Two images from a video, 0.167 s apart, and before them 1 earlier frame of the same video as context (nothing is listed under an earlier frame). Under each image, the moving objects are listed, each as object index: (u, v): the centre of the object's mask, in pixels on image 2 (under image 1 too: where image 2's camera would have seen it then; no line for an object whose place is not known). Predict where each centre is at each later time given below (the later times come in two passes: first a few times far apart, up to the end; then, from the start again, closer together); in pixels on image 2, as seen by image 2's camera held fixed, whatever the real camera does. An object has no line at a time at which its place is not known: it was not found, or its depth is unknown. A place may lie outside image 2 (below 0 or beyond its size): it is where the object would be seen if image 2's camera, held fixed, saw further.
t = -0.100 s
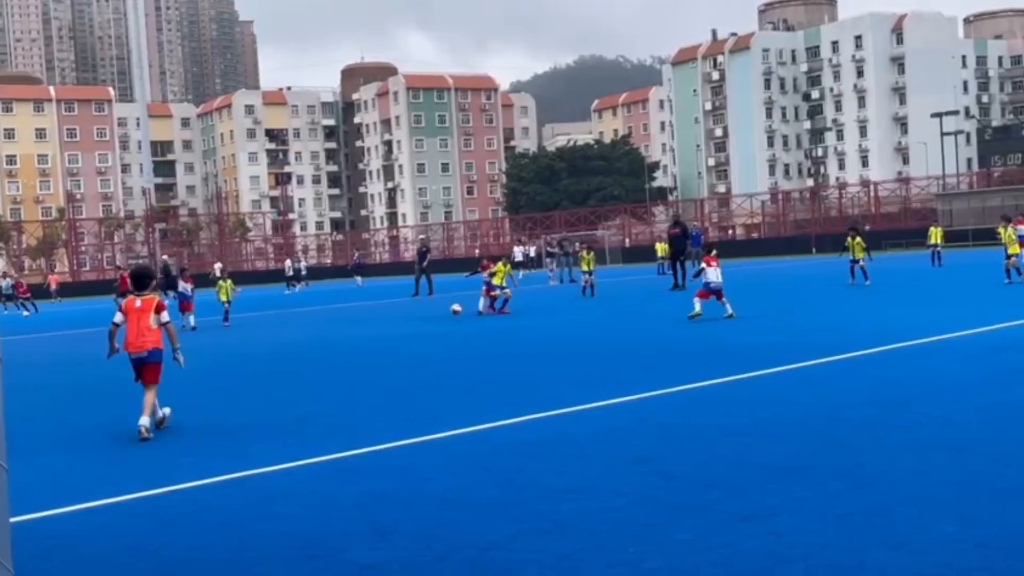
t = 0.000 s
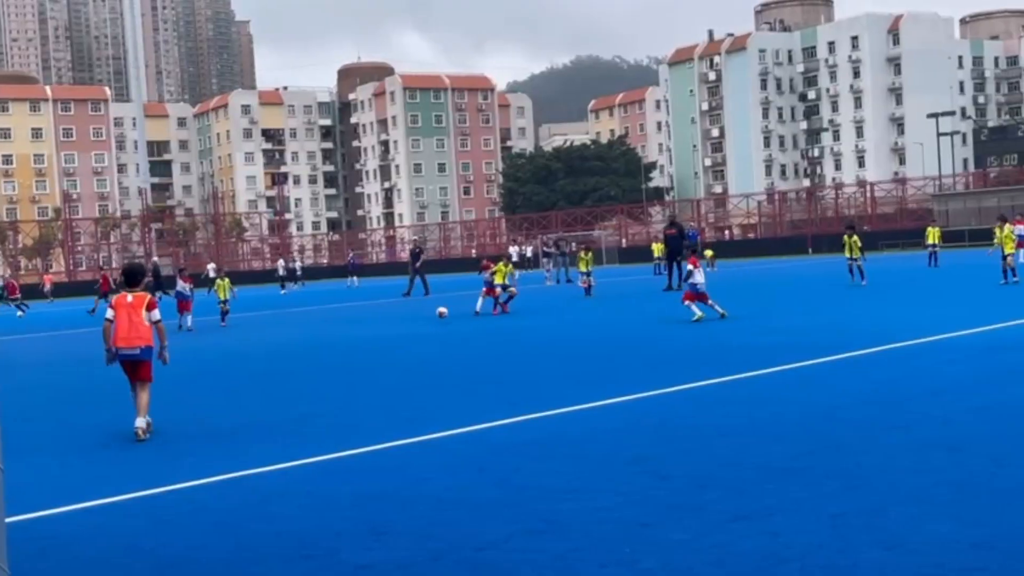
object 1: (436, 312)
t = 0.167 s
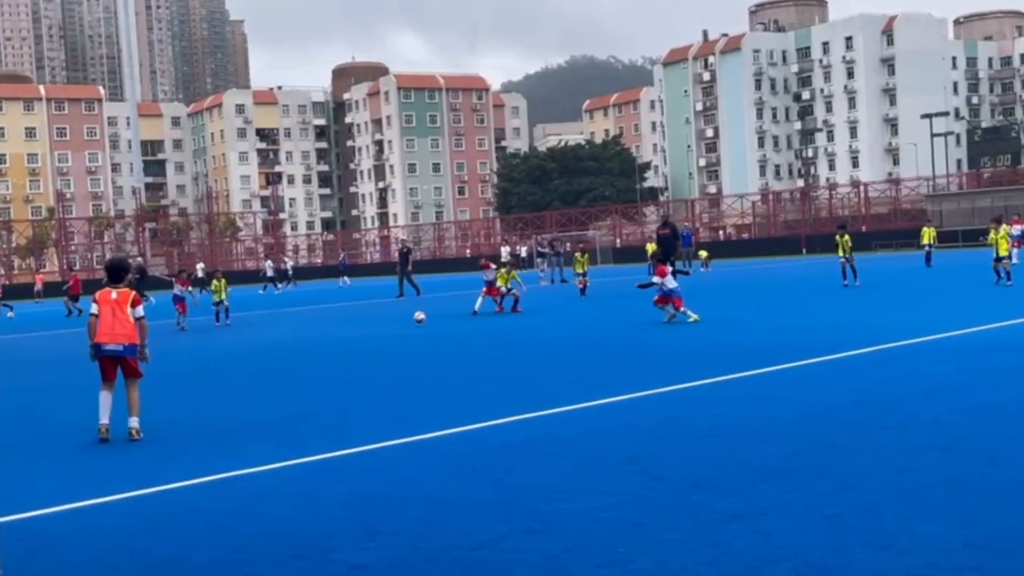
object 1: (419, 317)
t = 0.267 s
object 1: (410, 318)
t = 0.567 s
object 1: (386, 326)
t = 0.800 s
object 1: (368, 329)
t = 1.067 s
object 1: (348, 333)
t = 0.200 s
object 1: (416, 317)
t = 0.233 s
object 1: (413, 317)
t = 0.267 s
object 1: (410, 318)
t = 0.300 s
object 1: (407, 320)
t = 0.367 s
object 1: (403, 323)
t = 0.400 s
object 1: (399, 322)
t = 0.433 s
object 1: (396, 322)
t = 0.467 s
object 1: (393, 322)
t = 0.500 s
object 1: (391, 323)
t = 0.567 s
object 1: (386, 326)
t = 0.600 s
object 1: (383, 326)
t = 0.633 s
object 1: (381, 326)
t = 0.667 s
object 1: (379, 326)
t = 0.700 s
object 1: (376, 328)
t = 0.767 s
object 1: (371, 328)
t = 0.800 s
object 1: (368, 329)
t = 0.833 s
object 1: (366, 330)
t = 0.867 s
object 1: (363, 330)
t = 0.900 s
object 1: (361, 330)
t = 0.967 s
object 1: (356, 332)
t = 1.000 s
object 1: (353, 332)
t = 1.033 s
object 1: (350, 333)
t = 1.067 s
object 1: (348, 333)
